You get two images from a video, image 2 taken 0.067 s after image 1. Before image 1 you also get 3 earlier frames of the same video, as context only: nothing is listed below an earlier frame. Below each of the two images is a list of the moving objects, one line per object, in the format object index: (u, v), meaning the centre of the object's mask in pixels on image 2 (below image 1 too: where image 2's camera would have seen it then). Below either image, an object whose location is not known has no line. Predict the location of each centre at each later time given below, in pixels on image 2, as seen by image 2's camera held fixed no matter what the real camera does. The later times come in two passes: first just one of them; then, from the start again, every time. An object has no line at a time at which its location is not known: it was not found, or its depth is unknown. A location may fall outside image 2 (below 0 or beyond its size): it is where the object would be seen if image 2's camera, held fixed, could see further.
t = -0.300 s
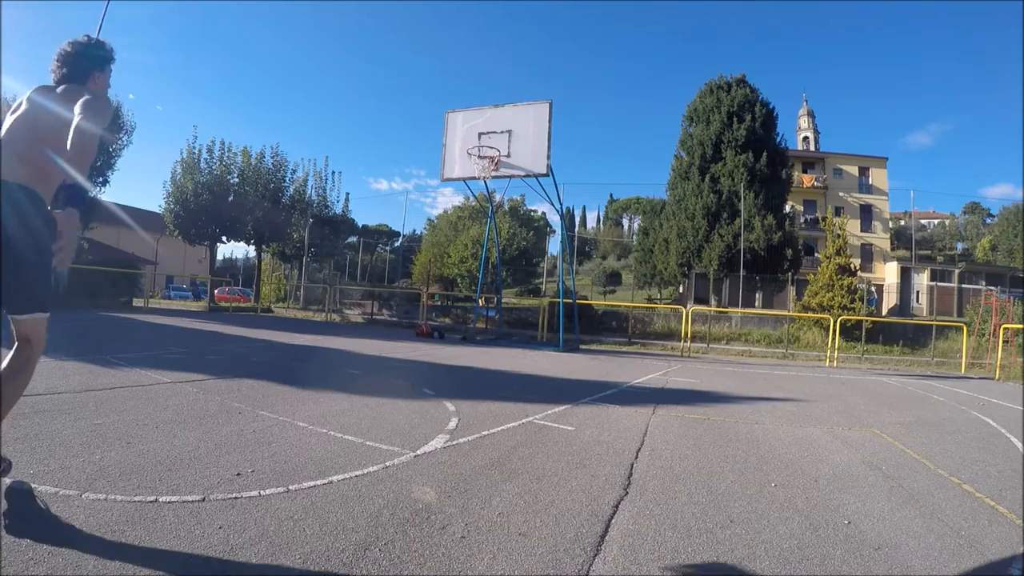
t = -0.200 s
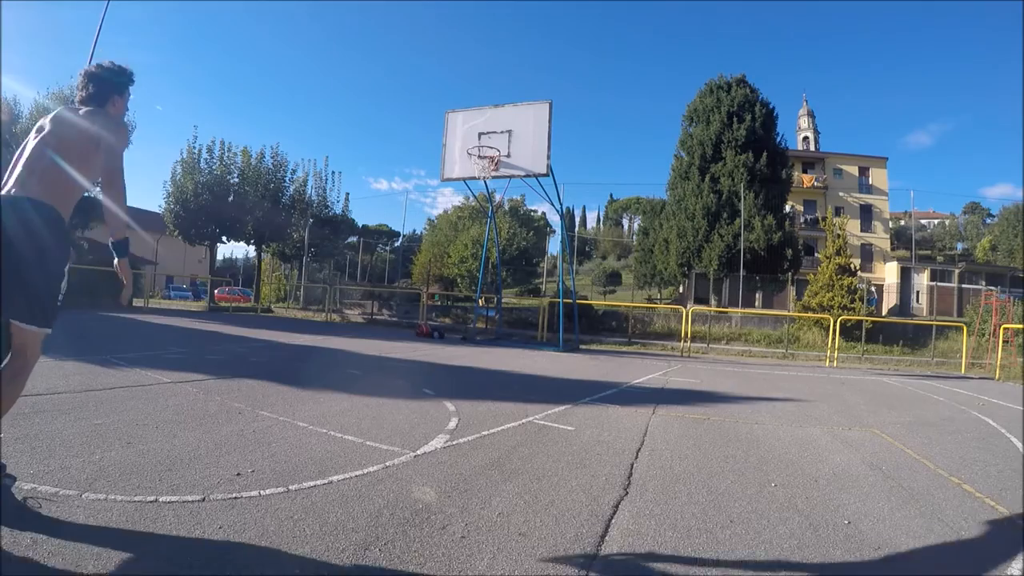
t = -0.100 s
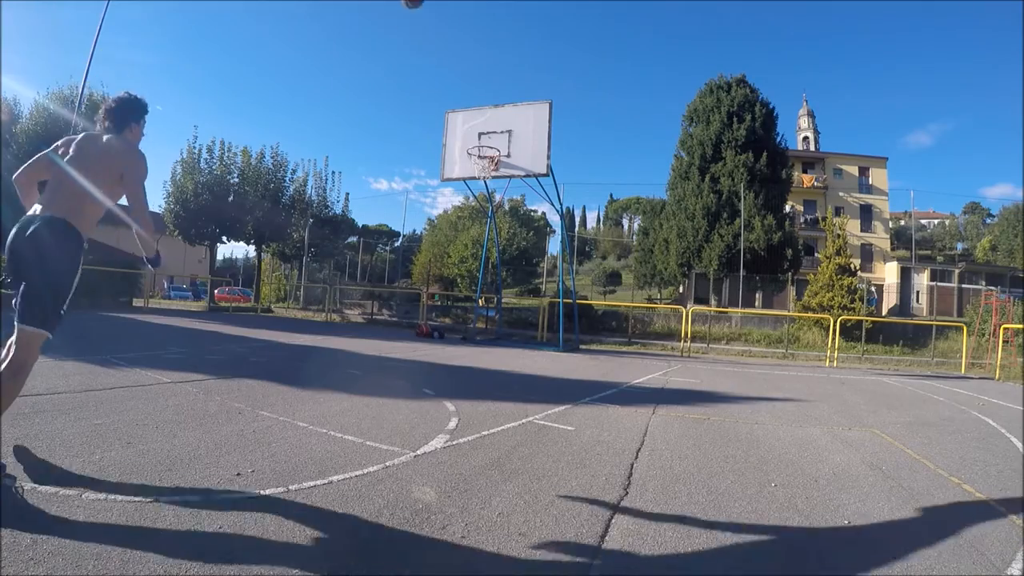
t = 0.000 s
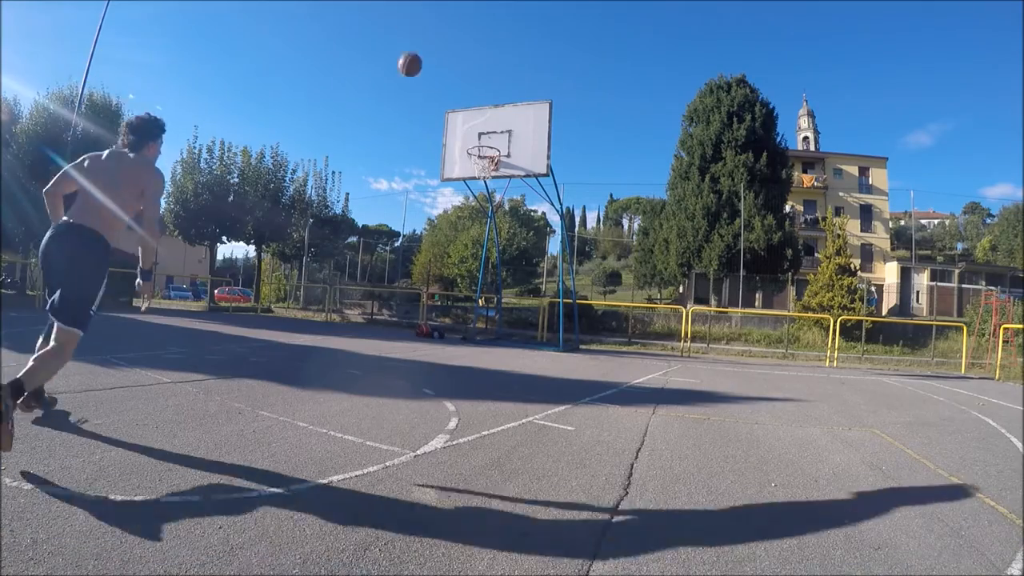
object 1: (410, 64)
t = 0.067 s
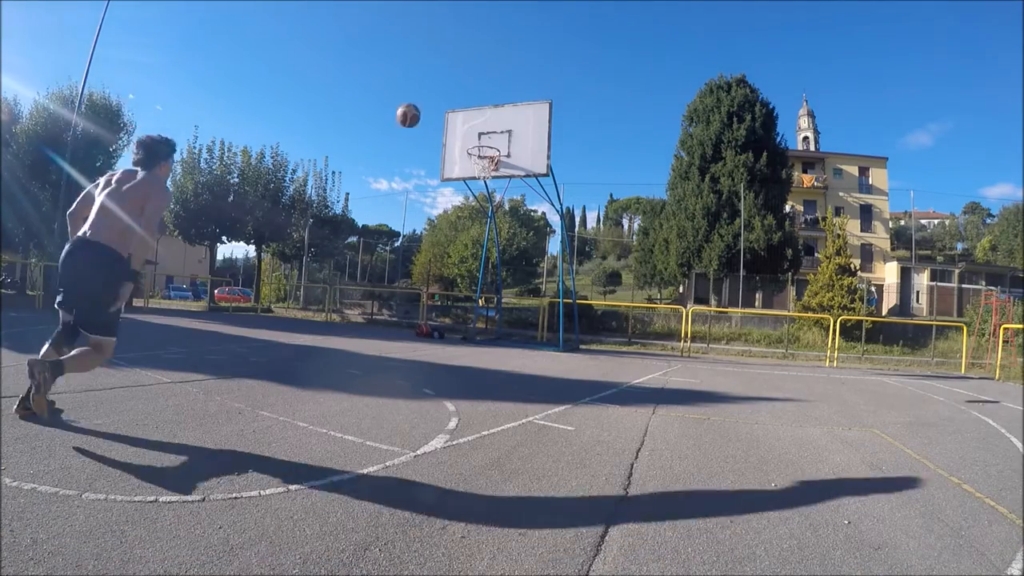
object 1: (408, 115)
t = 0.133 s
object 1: (407, 170)
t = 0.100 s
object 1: (408, 142)
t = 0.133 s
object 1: (407, 170)
